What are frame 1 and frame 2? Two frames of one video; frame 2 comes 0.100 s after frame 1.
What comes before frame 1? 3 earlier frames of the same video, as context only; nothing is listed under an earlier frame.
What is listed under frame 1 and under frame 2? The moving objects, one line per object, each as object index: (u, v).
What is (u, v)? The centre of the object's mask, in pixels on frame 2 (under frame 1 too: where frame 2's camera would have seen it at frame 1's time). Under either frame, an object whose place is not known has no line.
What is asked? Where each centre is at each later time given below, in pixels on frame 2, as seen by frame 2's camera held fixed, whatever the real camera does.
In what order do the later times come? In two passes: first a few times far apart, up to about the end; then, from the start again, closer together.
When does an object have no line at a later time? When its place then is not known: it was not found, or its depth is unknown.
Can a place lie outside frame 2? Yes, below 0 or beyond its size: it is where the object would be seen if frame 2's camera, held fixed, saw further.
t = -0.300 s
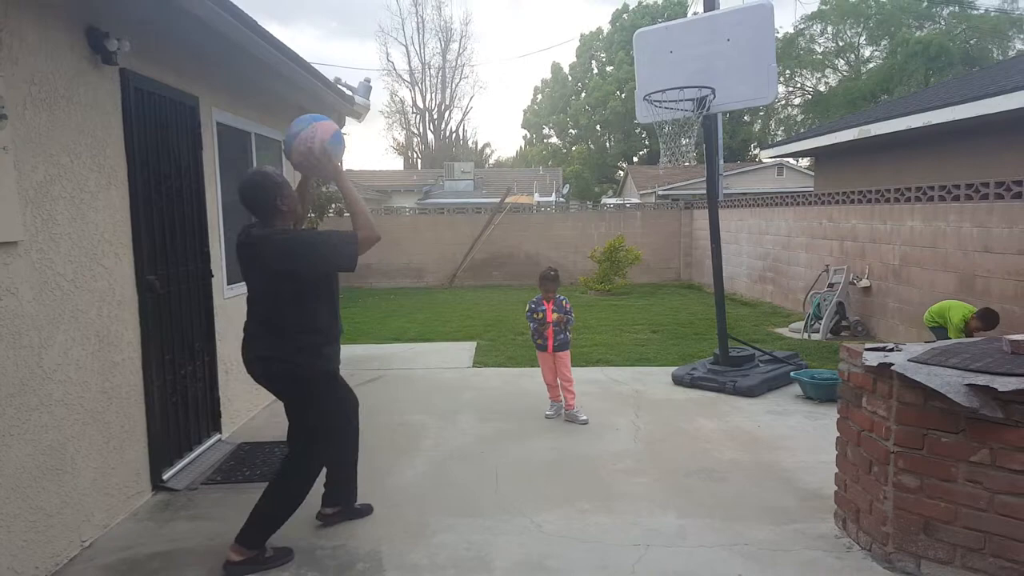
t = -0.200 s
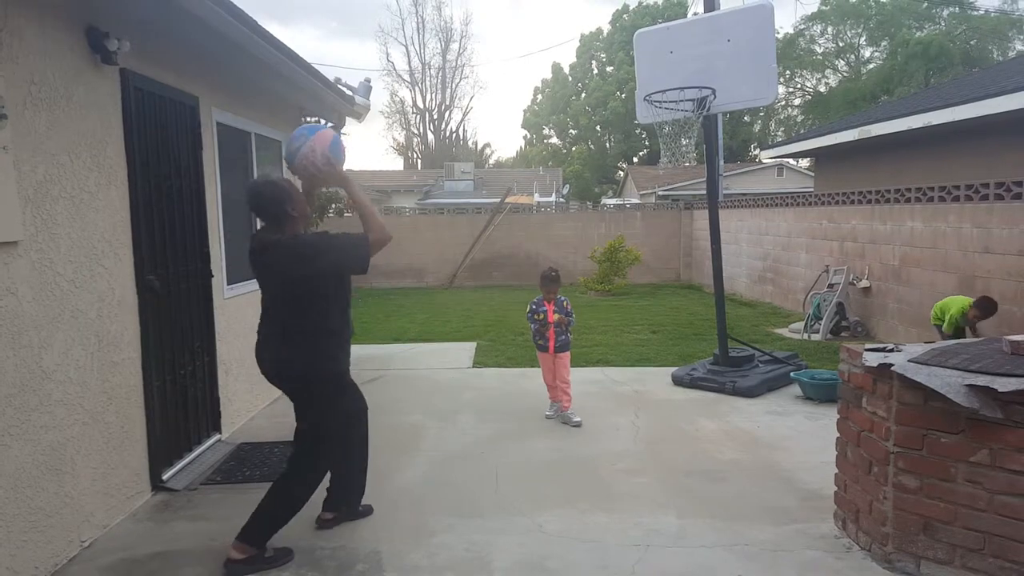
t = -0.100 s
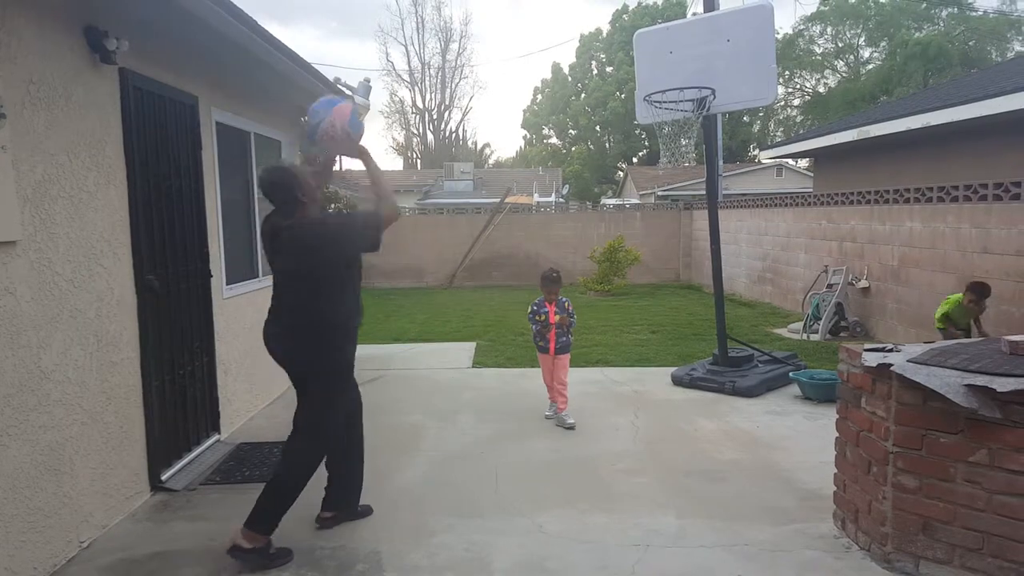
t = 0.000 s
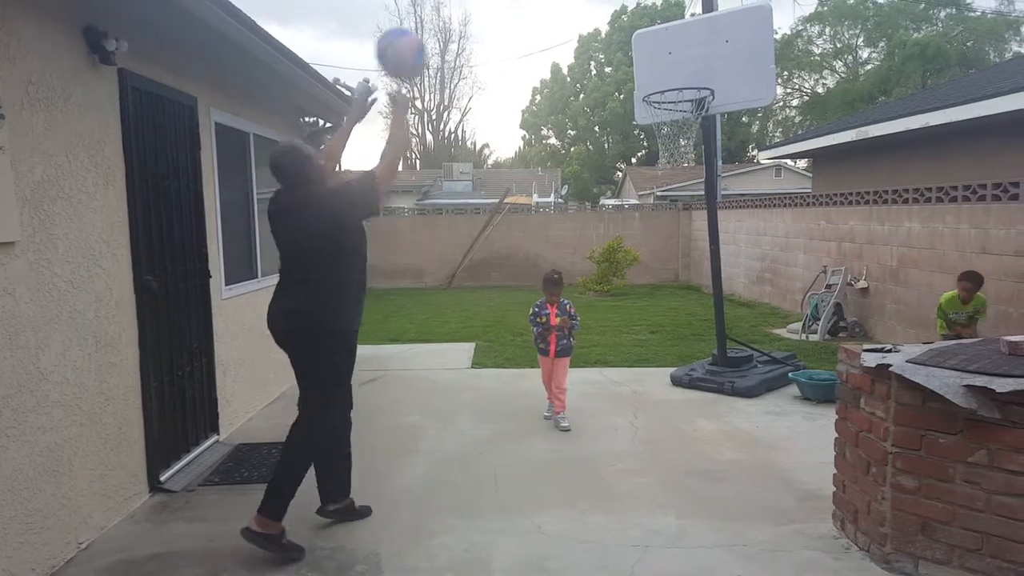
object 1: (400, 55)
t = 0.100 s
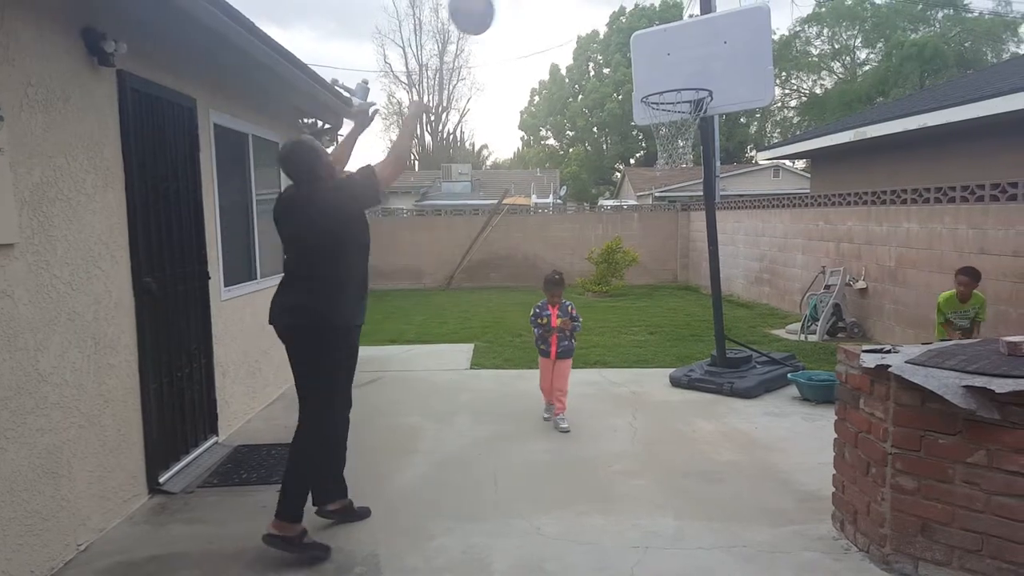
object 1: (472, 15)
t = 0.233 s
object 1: (550, 4)
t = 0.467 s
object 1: (652, 26)
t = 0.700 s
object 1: (674, 109)
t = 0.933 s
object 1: (657, 145)
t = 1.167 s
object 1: (650, 237)
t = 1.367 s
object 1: (642, 375)
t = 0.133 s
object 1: (493, 10)
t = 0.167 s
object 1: (513, 7)
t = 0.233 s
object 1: (550, 4)
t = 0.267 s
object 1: (566, 3)
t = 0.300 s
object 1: (582, 4)
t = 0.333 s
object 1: (598, 5)
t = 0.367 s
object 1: (612, 8)
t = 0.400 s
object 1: (626, 10)
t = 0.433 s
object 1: (639, 16)
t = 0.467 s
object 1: (652, 26)
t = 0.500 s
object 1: (664, 37)
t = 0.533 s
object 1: (675, 51)
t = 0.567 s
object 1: (685, 64)
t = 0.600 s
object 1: (693, 76)
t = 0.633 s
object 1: (688, 86)
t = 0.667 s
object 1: (682, 98)
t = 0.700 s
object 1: (674, 109)
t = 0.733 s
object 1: (670, 124)
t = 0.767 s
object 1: (666, 130)
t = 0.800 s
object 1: (663, 131)
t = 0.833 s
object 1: (663, 132)
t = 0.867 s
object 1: (660, 134)
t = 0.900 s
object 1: (659, 139)
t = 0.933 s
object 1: (657, 145)
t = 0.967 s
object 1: (657, 153)
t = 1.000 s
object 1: (656, 163)
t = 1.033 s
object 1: (656, 174)
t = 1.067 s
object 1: (655, 187)
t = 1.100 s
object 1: (652, 203)
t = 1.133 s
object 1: (651, 219)
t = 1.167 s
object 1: (650, 237)
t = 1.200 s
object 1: (649, 255)
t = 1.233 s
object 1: (648, 275)
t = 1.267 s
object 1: (646, 298)
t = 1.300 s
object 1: (643, 322)
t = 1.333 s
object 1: (643, 348)
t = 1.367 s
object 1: (642, 375)
